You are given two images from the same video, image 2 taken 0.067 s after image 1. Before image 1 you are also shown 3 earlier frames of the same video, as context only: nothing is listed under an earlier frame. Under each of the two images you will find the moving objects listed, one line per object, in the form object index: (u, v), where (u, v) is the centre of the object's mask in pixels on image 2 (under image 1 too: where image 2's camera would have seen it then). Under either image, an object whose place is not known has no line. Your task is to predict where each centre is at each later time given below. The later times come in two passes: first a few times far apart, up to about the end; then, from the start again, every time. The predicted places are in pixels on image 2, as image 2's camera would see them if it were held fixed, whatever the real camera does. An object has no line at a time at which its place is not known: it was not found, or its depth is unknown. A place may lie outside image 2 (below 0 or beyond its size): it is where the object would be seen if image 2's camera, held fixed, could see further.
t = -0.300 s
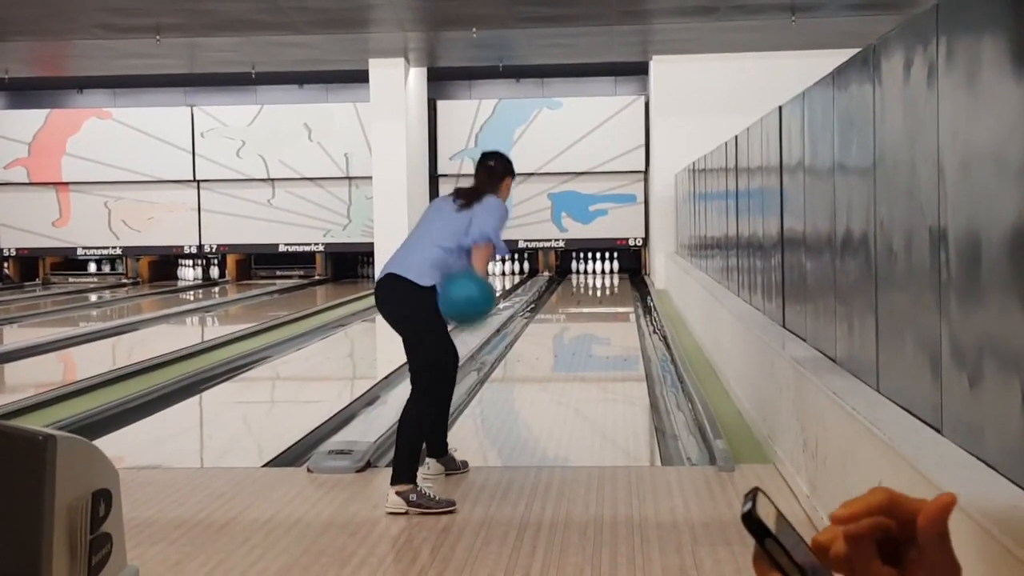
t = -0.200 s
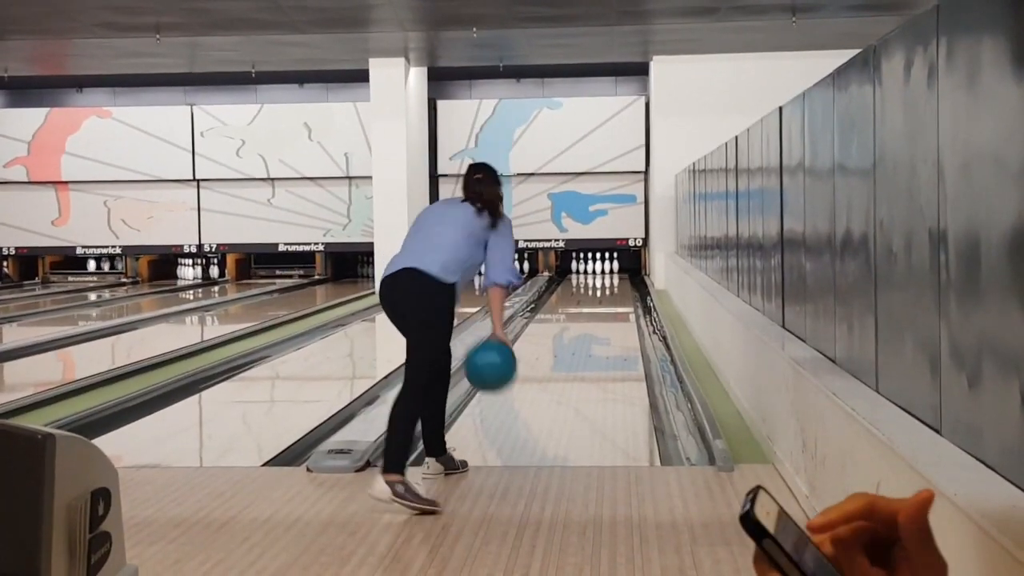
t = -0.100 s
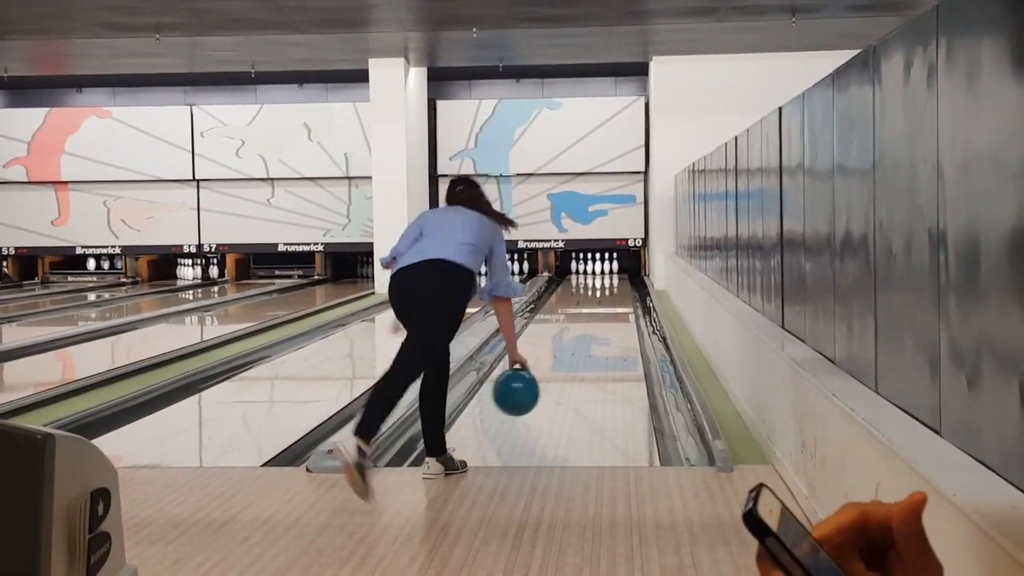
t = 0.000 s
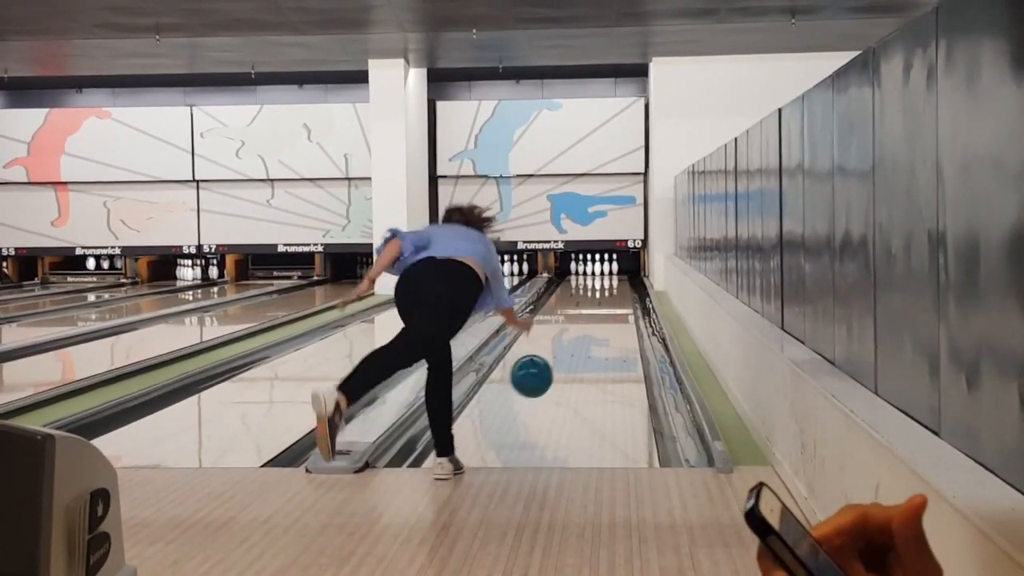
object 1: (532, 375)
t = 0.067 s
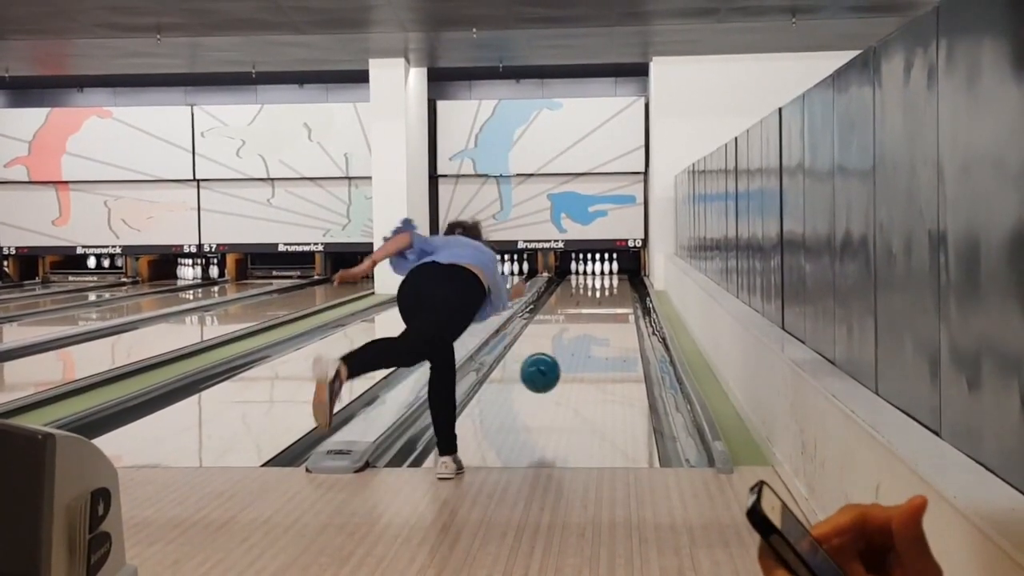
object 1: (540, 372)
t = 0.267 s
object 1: (560, 374)
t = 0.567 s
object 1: (580, 345)
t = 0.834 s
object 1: (592, 327)
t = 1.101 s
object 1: (600, 313)
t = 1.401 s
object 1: (608, 301)
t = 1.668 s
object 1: (613, 293)
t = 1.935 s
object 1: (616, 287)
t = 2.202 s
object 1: (620, 281)
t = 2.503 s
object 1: (623, 276)
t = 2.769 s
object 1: (625, 273)
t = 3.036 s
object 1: (626, 268)
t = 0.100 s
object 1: (544, 374)
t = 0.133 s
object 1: (547, 377)
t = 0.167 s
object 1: (551, 383)
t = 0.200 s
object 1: (554, 384)
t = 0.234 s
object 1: (557, 378)
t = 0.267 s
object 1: (560, 374)
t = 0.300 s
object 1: (563, 371)
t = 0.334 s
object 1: (565, 367)
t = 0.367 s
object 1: (568, 364)
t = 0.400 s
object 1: (570, 360)
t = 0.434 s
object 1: (572, 357)
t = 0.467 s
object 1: (574, 354)
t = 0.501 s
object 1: (576, 351)
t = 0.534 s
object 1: (578, 348)
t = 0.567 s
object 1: (580, 345)
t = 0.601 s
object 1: (582, 343)
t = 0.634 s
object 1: (583, 340)
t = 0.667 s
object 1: (585, 338)
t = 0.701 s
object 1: (586, 336)
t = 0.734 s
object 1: (588, 333)
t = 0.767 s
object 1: (589, 331)
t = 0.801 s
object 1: (590, 329)
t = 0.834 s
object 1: (592, 327)
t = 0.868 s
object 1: (593, 325)
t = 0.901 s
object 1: (594, 323)
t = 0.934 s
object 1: (595, 321)
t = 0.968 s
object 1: (596, 319)
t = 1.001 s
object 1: (598, 318)
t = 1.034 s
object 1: (598, 316)
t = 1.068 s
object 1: (599, 315)
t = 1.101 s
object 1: (600, 313)
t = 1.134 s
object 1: (601, 312)
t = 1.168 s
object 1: (602, 311)
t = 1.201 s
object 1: (603, 309)
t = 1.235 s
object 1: (604, 308)
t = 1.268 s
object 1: (605, 307)
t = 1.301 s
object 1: (605, 306)
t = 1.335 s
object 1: (606, 304)
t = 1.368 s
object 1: (607, 302)
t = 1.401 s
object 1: (608, 301)
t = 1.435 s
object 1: (608, 300)
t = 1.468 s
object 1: (609, 298)
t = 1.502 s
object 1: (609, 298)
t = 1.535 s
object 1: (610, 297)
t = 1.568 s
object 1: (610, 296)
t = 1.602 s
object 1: (611, 295)
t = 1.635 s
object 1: (612, 294)
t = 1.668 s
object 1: (613, 293)
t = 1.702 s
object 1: (613, 293)
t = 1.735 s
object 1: (613, 292)
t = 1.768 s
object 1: (614, 291)
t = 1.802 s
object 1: (615, 290)
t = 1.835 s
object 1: (615, 289)
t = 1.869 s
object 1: (616, 289)
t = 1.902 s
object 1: (616, 288)
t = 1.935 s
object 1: (616, 287)
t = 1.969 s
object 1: (617, 286)
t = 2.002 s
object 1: (618, 285)
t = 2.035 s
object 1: (617, 285)
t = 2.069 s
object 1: (618, 284)
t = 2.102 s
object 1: (619, 283)
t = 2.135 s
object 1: (619, 282)
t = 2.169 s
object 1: (619, 282)
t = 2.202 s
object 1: (620, 281)
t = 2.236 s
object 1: (620, 281)
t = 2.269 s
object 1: (620, 280)
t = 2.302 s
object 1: (621, 279)
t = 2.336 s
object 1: (621, 279)
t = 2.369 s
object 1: (622, 278)
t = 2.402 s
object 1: (622, 277)
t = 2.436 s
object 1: (622, 277)
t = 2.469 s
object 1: (623, 276)
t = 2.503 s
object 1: (623, 276)
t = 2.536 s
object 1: (623, 275)
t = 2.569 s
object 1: (623, 275)
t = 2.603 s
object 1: (624, 275)
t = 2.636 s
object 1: (623, 274)
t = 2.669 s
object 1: (624, 274)
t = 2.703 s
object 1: (624, 273)
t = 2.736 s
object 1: (624, 273)
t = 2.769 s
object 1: (625, 273)
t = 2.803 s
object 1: (624, 272)
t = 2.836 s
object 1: (625, 271)
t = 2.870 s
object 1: (625, 271)
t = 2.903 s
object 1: (626, 270)
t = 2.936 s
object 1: (626, 269)
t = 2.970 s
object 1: (626, 269)
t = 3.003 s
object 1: (626, 269)
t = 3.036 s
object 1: (626, 268)
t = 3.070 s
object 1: (626, 268)
